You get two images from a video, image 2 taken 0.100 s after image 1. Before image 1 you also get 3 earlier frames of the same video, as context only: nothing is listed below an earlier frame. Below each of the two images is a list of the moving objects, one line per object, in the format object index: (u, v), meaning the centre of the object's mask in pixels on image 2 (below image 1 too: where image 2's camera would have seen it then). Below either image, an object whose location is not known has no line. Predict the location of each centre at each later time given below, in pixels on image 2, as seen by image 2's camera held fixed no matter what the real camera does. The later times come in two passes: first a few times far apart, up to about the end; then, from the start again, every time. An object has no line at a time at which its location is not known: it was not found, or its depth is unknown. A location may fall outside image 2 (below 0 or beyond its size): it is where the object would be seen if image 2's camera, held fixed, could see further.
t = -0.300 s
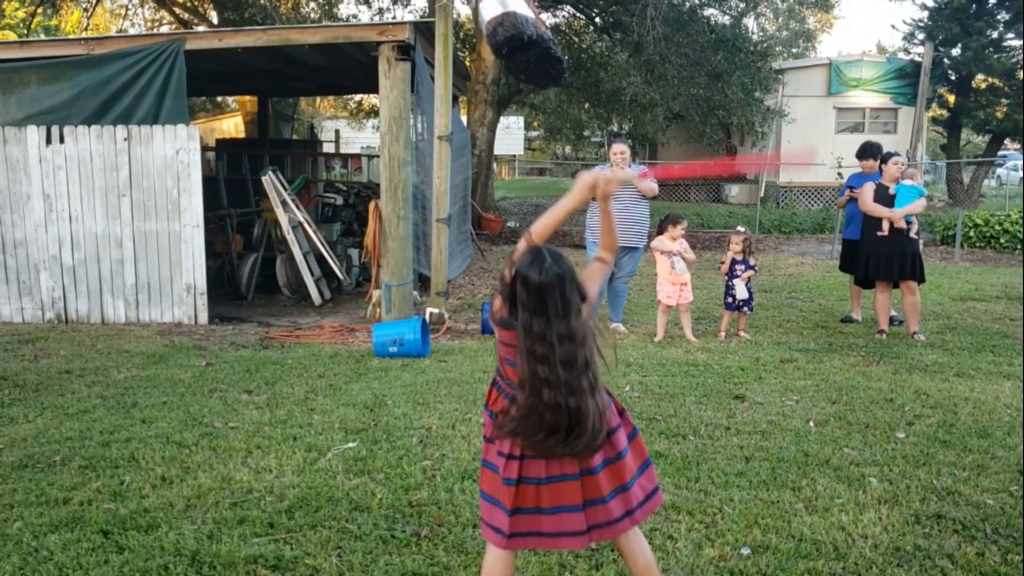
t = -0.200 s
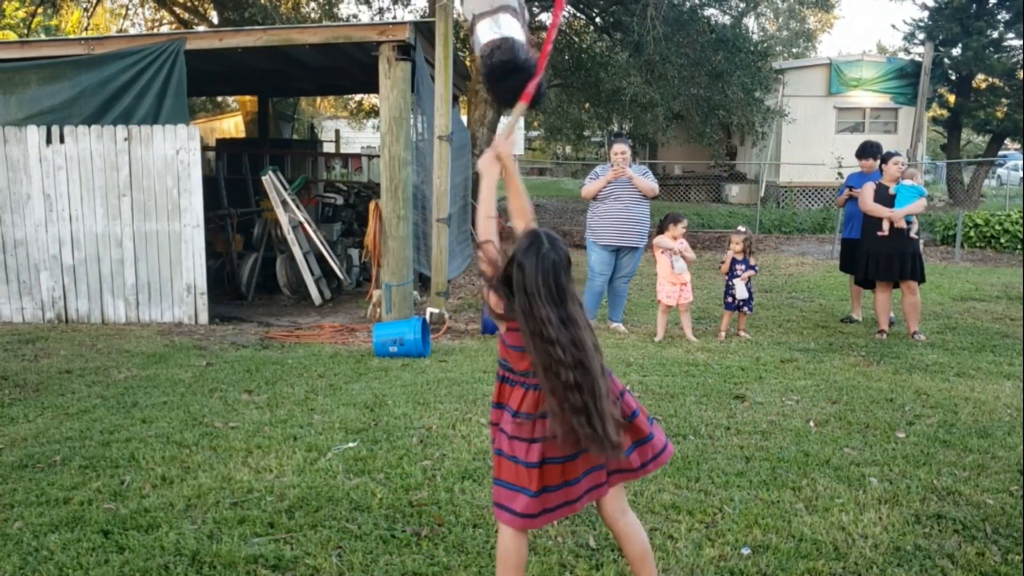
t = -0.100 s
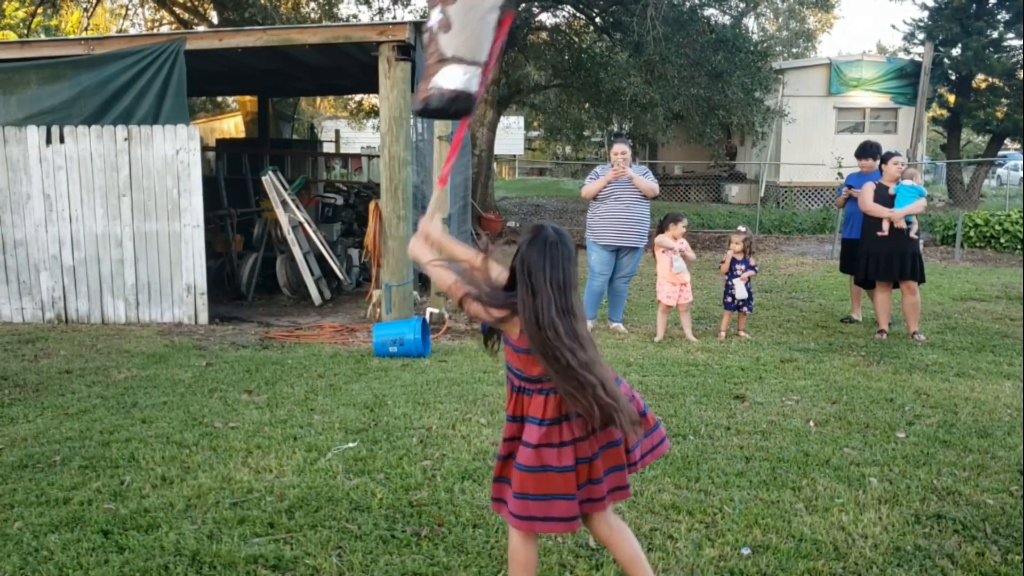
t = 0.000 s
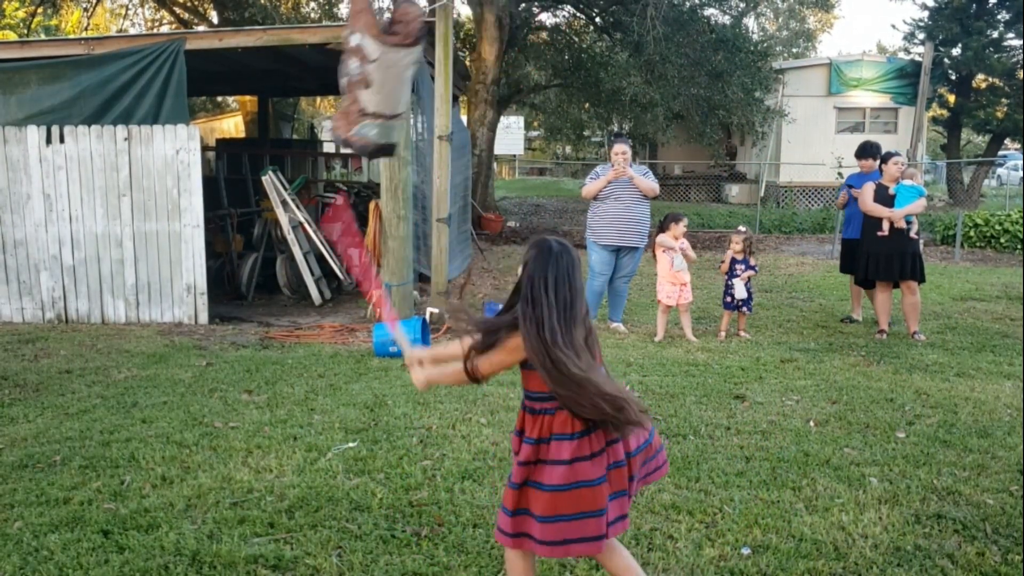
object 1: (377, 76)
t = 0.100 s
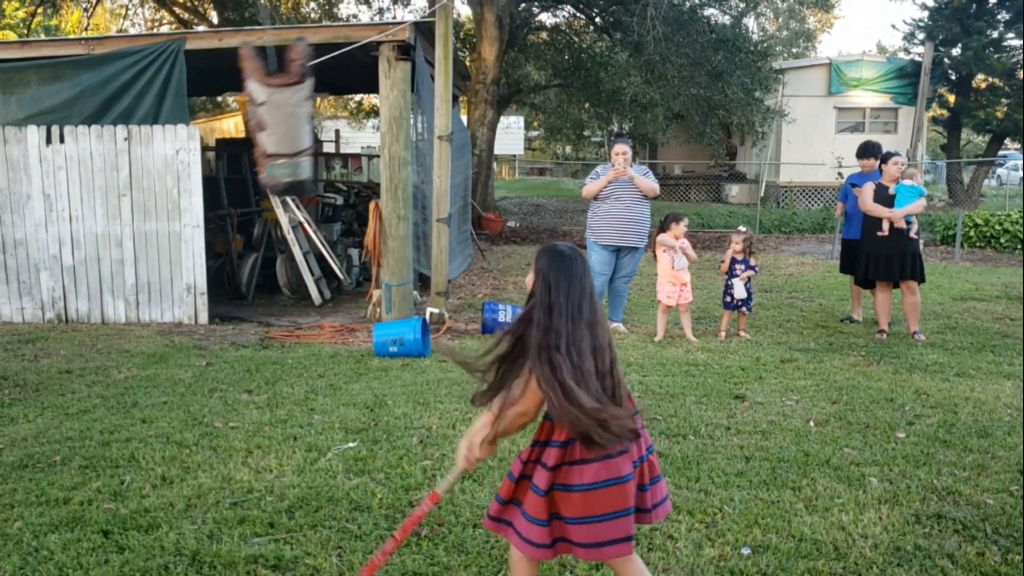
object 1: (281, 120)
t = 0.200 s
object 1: (210, 161)
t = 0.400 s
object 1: (87, 222)
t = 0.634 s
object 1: (66, 213)
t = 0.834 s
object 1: (107, 189)
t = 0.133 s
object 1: (253, 134)
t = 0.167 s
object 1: (231, 149)
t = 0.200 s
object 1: (210, 161)
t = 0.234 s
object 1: (191, 174)
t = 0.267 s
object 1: (171, 189)
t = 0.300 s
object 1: (150, 201)
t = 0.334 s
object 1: (127, 210)
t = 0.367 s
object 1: (106, 217)
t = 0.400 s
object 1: (87, 222)
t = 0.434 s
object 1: (75, 226)
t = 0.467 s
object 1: (70, 229)
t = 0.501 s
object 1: (69, 230)
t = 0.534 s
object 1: (69, 230)
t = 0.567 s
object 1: (68, 225)
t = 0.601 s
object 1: (66, 219)
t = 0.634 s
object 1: (66, 213)
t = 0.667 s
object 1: (66, 207)
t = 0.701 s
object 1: (69, 202)
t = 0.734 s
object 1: (74, 200)
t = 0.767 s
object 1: (83, 199)
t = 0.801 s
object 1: (94, 195)
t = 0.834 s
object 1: (107, 189)
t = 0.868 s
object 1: (118, 179)
